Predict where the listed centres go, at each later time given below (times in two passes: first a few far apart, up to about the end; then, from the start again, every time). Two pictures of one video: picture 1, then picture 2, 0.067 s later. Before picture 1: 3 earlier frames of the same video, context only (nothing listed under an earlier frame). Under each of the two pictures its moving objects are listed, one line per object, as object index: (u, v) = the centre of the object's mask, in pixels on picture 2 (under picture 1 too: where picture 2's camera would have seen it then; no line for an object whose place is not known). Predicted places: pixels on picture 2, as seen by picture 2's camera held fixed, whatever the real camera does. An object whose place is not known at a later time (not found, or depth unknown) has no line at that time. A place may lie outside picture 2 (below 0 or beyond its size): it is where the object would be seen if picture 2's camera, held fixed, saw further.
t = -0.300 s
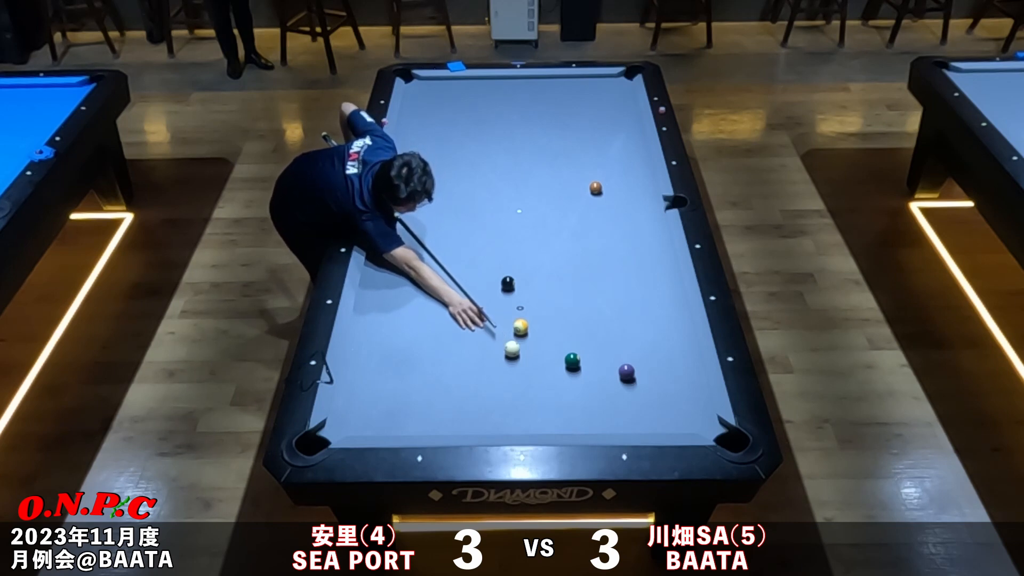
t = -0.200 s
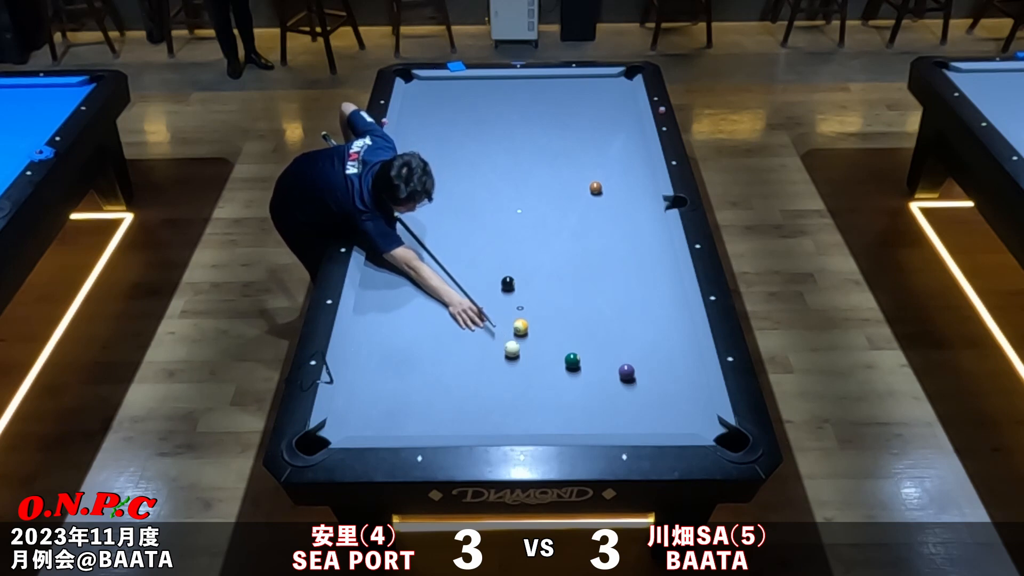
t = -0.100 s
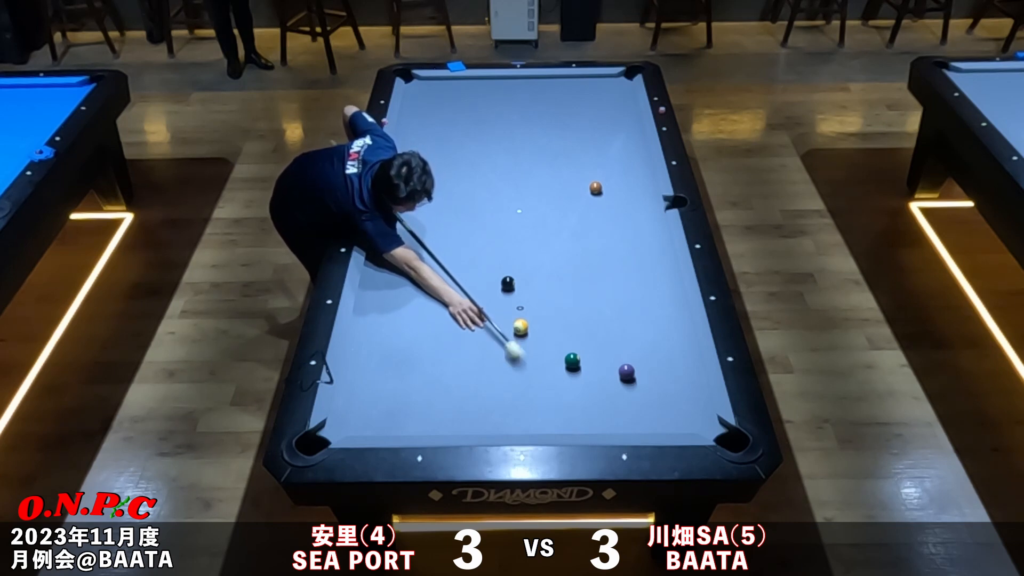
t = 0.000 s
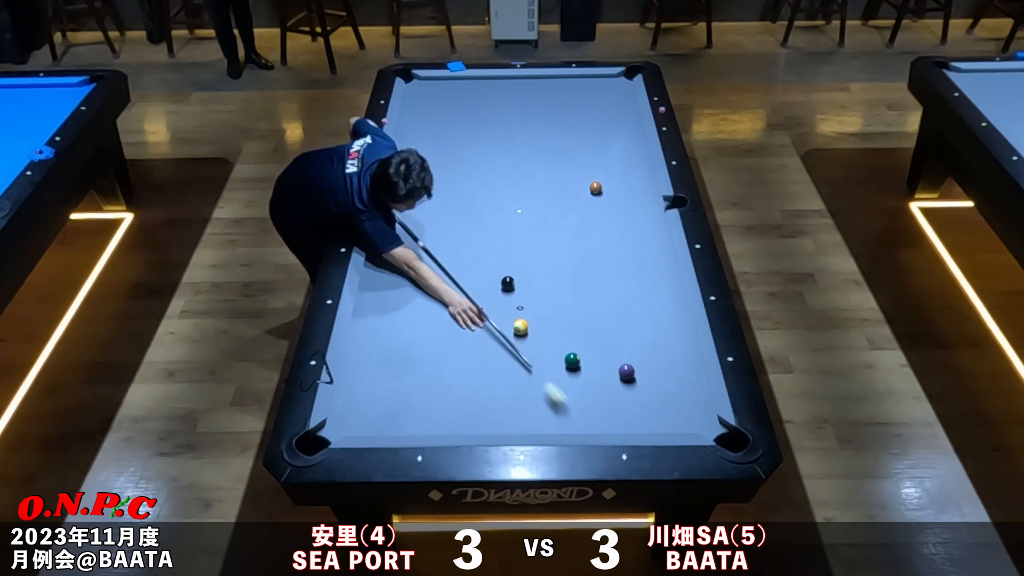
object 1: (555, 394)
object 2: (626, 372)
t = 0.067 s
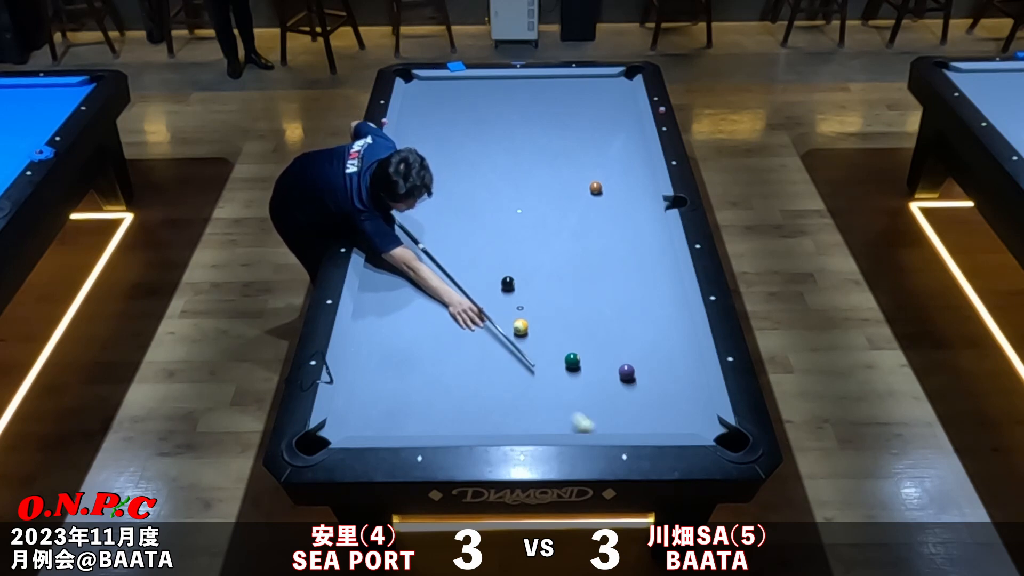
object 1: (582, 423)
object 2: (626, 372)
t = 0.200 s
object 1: (622, 391)
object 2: (626, 372)
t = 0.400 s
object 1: (677, 371)
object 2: (621, 350)
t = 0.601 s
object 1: (668, 350)
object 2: (614, 327)
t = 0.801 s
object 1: (633, 329)
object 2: (609, 307)
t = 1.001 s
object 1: (601, 311)
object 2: (604, 288)
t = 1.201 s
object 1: (571, 292)
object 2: (599, 271)
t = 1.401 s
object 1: (544, 276)
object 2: (595, 255)
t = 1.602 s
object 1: (518, 261)
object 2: (590, 241)
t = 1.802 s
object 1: (495, 247)
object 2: (587, 227)
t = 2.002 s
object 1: (473, 234)
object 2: (584, 215)
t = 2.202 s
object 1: (452, 222)
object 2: (581, 204)
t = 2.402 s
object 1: (433, 211)
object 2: (578, 194)
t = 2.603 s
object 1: (415, 200)
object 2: (576, 184)
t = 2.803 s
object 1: (399, 190)
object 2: (574, 176)
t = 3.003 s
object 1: (390, 182)
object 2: (571, 168)
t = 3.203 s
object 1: (401, 176)
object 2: (570, 160)
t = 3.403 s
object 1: (410, 172)
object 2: (567, 153)
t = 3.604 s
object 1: (419, 167)
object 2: (566, 147)
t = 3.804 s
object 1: (427, 163)
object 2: (564, 142)
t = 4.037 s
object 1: (436, 159)
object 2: (563, 136)
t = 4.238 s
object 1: (443, 156)
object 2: (562, 131)
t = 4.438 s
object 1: (449, 153)
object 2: (561, 127)
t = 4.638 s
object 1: (454, 151)
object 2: (560, 123)
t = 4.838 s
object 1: (459, 148)
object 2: (559, 120)
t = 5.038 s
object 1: (463, 146)
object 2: (559, 117)
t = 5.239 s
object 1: (467, 144)
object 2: (558, 115)
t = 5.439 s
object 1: (470, 143)
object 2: (558, 112)
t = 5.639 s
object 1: (473, 142)
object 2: (558, 111)
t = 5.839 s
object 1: (475, 141)
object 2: (558, 109)
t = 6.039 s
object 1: (476, 140)
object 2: (558, 108)
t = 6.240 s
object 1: (477, 140)
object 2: (557, 107)
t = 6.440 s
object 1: (478, 140)
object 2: (557, 107)
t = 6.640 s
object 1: (478, 140)
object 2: (557, 107)
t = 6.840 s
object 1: (478, 140)
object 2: (557, 107)
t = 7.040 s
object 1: (478, 140)
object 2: (557, 107)
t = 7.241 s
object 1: (478, 140)
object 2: (557, 107)
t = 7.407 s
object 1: (478, 140)
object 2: (557, 107)
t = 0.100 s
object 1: (594, 420)
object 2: (626, 372)
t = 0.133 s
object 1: (604, 409)
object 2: (626, 372)
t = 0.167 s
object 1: (613, 400)
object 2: (626, 372)
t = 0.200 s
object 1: (622, 391)
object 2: (626, 372)
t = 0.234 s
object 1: (630, 384)
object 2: (626, 370)
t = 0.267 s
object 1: (639, 382)
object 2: (625, 367)
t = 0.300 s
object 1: (650, 380)
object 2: (624, 362)
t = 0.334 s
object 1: (659, 377)
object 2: (623, 358)
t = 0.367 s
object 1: (668, 374)
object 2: (622, 354)
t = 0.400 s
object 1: (677, 371)
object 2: (621, 350)
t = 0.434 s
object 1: (686, 368)
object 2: (620, 346)
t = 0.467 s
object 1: (694, 366)
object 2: (618, 342)
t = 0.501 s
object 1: (688, 361)
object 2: (617, 338)
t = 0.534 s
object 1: (681, 358)
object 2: (616, 334)
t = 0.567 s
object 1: (674, 354)
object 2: (615, 331)
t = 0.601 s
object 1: (668, 350)
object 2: (614, 327)
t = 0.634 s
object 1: (662, 347)
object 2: (613, 324)
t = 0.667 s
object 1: (657, 344)
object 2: (613, 320)
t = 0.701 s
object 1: (650, 340)
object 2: (612, 317)
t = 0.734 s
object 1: (645, 337)
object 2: (611, 313)
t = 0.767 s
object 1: (639, 333)
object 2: (610, 310)
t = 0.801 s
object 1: (633, 329)
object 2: (609, 307)
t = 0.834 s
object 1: (628, 326)
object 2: (608, 303)
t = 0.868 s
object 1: (622, 323)
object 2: (607, 300)
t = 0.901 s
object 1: (617, 320)
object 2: (606, 297)
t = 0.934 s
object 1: (612, 317)
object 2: (605, 294)
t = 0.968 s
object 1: (606, 313)
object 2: (604, 291)
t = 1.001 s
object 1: (601, 311)
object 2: (604, 288)
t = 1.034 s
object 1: (596, 307)
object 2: (603, 285)
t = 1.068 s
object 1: (591, 304)
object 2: (602, 282)
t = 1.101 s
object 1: (586, 301)
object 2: (601, 279)
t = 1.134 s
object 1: (581, 298)
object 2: (600, 276)
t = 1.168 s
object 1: (576, 296)
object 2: (599, 273)
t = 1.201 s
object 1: (571, 292)
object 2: (599, 271)
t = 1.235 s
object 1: (566, 290)
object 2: (598, 268)
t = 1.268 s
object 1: (562, 287)
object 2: (597, 265)
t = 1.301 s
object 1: (557, 284)
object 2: (596, 263)
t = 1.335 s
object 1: (553, 281)
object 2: (596, 260)
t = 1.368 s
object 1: (548, 279)
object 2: (595, 257)
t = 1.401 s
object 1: (544, 276)
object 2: (595, 255)
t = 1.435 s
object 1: (539, 273)
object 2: (594, 252)
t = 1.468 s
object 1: (535, 271)
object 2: (593, 250)
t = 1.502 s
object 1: (530, 268)
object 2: (592, 247)
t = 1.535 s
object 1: (527, 266)
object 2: (592, 245)
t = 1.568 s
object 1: (522, 264)
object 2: (591, 243)
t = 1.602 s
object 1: (518, 261)
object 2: (590, 241)
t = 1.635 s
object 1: (514, 259)
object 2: (590, 238)
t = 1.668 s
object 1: (510, 256)
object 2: (589, 236)
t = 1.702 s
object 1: (506, 254)
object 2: (589, 234)
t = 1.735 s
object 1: (502, 251)
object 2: (589, 232)
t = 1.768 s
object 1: (498, 249)
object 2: (588, 230)
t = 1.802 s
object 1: (495, 247)
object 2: (587, 227)
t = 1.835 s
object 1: (491, 245)
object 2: (587, 225)
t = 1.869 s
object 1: (487, 243)
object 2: (586, 223)
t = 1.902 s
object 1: (483, 240)
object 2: (586, 221)
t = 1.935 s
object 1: (480, 238)
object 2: (585, 219)
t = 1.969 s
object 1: (476, 236)
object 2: (584, 217)
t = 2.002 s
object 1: (473, 234)
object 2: (584, 215)
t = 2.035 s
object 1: (469, 232)
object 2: (584, 213)
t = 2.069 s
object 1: (466, 230)
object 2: (583, 211)
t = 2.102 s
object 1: (462, 228)
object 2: (583, 209)
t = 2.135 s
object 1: (459, 226)
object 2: (582, 208)
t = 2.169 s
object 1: (456, 224)
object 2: (582, 206)
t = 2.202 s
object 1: (452, 222)
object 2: (581, 204)
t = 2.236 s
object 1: (449, 220)
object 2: (581, 202)
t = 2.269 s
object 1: (446, 218)
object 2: (580, 200)
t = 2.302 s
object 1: (442, 216)
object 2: (580, 199)
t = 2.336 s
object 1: (439, 214)
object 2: (579, 197)
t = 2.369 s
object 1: (436, 212)
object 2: (579, 195)
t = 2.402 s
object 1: (433, 211)
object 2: (578, 194)
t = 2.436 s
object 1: (430, 209)
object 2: (578, 192)
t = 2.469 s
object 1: (427, 207)
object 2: (578, 190)
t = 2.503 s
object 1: (424, 205)
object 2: (577, 189)
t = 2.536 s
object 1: (421, 204)
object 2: (577, 187)
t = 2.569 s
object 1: (418, 202)
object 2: (577, 186)
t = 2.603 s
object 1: (415, 200)
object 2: (576, 184)
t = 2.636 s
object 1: (412, 198)
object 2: (576, 183)
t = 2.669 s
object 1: (410, 197)
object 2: (576, 181)
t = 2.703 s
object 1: (407, 195)
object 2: (575, 180)
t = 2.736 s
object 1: (404, 193)
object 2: (575, 178)
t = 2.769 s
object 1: (401, 192)
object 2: (574, 177)
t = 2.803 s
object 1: (399, 190)
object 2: (574, 176)
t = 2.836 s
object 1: (396, 189)
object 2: (573, 174)
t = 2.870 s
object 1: (394, 187)
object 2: (573, 173)
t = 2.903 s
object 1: (391, 185)
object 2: (573, 172)
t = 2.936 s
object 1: (388, 184)
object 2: (572, 170)
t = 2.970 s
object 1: (389, 183)
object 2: (572, 169)
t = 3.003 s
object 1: (390, 182)
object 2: (571, 168)
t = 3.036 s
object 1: (392, 181)
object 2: (571, 166)
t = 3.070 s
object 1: (394, 180)
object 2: (571, 165)
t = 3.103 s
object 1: (396, 179)
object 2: (571, 164)
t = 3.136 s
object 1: (397, 178)
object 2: (570, 163)
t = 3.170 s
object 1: (399, 177)
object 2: (570, 161)
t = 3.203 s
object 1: (401, 176)
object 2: (570, 160)
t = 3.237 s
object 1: (402, 176)
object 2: (569, 159)
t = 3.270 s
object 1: (404, 175)
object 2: (569, 158)
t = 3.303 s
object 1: (406, 174)
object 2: (568, 157)
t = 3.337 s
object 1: (407, 173)
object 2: (568, 156)
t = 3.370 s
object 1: (409, 173)
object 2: (568, 155)
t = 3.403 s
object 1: (410, 172)
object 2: (567, 153)
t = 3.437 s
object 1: (412, 171)
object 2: (567, 152)
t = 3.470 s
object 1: (414, 170)
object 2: (567, 151)
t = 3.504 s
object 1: (415, 170)
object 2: (567, 150)
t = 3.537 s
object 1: (416, 169)
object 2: (566, 149)
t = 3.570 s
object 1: (418, 168)
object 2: (566, 148)
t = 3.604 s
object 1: (419, 167)
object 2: (566, 147)
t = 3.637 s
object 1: (421, 167)
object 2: (566, 147)
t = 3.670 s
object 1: (422, 166)
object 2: (565, 145)
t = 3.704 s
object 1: (423, 165)
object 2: (565, 145)
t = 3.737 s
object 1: (425, 165)
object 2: (565, 144)
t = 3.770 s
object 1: (426, 164)
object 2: (565, 143)
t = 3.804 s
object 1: (427, 163)
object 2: (564, 142)
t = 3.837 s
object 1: (429, 163)
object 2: (564, 141)
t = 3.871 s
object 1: (430, 162)
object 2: (564, 140)
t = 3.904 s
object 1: (431, 162)
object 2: (564, 139)
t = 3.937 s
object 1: (433, 161)
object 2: (563, 138)
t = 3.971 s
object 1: (434, 160)
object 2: (563, 137)
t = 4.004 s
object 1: (435, 160)
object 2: (563, 137)
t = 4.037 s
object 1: (436, 159)
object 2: (563, 136)
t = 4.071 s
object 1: (437, 159)
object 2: (562, 135)
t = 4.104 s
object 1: (438, 158)
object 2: (562, 134)
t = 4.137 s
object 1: (440, 158)
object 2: (562, 133)
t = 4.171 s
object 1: (441, 157)
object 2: (562, 133)
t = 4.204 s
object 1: (442, 156)
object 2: (562, 132)
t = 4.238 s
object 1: (443, 156)
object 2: (562, 131)
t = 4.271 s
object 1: (444, 155)
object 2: (561, 130)
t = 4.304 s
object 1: (445, 155)
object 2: (561, 130)
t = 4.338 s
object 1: (446, 155)
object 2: (561, 129)
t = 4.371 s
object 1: (447, 154)
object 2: (561, 128)
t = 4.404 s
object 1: (448, 154)
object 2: (561, 128)
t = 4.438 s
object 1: (449, 153)
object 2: (561, 127)
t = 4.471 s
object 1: (450, 153)
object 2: (561, 126)
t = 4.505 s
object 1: (451, 152)
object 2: (560, 126)
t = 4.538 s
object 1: (452, 152)
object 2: (560, 125)
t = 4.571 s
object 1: (453, 151)
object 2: (560, 124)
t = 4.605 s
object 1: (454, 151)
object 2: (560, 124)
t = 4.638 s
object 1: (454, 151)
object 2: (560, 123)
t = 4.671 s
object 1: (455, 150)
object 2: (560, 123)
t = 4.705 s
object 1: (456, 150)
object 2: (560, 122)
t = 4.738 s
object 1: (457, 149)
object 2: (560, 121)
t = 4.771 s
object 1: (458, 149)
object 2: (559, 121)
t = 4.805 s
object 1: (458, 149)
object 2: (559, 120)
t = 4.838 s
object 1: (459, 148)
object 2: (559, 120)
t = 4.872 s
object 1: (460, 148)
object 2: (559, 119)
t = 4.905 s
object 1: (461, 147)
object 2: (559, 119)
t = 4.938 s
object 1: (461, 147)
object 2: (559, 118)
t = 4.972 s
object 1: (462, 147)
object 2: (559, 118)
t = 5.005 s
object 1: (463, 146)
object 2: (559, 117)
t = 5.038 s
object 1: (463, 146)
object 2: (559, 117)
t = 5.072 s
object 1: (464, 146)
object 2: (558, 116)
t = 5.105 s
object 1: (465, 146)
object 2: (558, 116)
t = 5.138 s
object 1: (465, 145)
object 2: (558, 116)
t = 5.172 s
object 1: (466, 145)
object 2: (558, 115)
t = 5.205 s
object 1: (467, 145)
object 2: (558, 115)
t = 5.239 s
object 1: (467, 144)
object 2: (558, 115)
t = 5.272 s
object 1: (468, 144)
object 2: (558, 114)
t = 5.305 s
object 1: (468, 144)
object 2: (558, 114)
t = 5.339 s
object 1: (469, 144)
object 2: (558, 113)
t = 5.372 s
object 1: (469, 143)
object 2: (558, 113)
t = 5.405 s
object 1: (470, 143)
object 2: (558, 113)
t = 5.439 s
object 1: (470, 143)
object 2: (558, 112)
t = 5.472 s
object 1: (471, 143)
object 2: (558, 112)
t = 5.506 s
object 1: (471, 143)
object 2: (558, 112)
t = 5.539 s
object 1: (472, 142)
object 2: (558, 111)
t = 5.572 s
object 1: (472, 142)
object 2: (558, 111)
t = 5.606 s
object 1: (473, 142)
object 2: (558, 111)
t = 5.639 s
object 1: (473, 142)
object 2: (558, 111)
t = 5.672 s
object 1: (473, 142)
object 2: (558, 110)
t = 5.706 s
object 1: (474, 141)
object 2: (558, 110)
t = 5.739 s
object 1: (474, 141)
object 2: (558, 110)
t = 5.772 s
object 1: (474, 141)
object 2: (558, 110)
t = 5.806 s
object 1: (475, 141)
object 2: (558, 109)
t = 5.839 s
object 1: (475, 141)
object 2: (558, 109)
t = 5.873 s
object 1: (475, 141)
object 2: (558, 109)
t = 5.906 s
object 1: (476, 141)
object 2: (558, 109)
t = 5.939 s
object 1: (476, 141)
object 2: (558, 109)
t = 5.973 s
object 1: (476, 140)
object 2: (558, 108)
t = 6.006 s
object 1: (476, 140)
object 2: (558, 108)
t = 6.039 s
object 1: (476, 140)
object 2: (558, 108)
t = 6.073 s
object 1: (477, 140)
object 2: (557, 108)
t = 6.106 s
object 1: (477, 140)
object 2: (557, 108)
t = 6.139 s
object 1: (477, 140)
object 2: (557, 108)
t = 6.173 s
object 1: (477, 140)
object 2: (557, 108)
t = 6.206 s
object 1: (477, 140)
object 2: (557, 107)
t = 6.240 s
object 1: (477, 140)
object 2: (557, 107)
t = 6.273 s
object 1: (477, 140)
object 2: (557, 107)
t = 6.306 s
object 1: (477, 140)
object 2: (557, 107)
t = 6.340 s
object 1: (478, 140)
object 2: (557, 107)
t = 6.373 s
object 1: (478, 140)
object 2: (557, 107)
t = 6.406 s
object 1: (478, 140)
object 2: (557, 107)
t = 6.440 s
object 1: (478, 140)
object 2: (557, 107)
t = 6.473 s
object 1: (478, 140)
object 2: (557, 107)
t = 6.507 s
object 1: (478, 140)
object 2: (557, 107)
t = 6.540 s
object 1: (478, 140)
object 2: (557, 107)
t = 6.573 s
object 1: (478, 140)
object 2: (557, 107)
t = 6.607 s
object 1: (478, 140)
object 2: (557, 107)
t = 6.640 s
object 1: (478, 140)
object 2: (557, 107)
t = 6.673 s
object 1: (478, 140)
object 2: (557, 107)
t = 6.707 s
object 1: (478, 140)
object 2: (557, 107)
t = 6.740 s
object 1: (478, 140)
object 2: (557, 107)
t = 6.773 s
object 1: (478, 140)
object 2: (557, 107)
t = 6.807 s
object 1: (478, 140)
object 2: (557, 107)
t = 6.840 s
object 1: (478, 140)
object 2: (557, 107)
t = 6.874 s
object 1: (478, 140)
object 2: (557, 107)
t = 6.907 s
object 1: (478, 140)
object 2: (557, 107)
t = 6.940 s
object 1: (478, 140)
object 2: (557, 107)
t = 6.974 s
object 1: (478, 140)
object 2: (557, 107)
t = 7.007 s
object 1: (478, 140)
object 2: (557, 107)
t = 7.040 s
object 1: (478, 140)
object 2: (557, 107)
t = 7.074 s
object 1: (478, 140)
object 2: (557, 107)
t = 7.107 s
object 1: (478, 140)
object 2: (557, 107)
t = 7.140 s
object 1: (478, 140)
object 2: (557, 107)
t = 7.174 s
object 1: (478, 140)
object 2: (557, 107)
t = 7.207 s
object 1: (478, 140)
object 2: (557, 107)
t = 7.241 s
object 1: (478, 140)
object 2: (557, 107)
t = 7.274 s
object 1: (478, 140)
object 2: (557, 107)
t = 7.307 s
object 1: (478, 140)
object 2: (557, 107)
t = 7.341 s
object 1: (478, 140)
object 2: (557, 107)
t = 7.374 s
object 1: (478, 140)
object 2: (557, 107)
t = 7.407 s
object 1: (478, 140)
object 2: (557, 107)
